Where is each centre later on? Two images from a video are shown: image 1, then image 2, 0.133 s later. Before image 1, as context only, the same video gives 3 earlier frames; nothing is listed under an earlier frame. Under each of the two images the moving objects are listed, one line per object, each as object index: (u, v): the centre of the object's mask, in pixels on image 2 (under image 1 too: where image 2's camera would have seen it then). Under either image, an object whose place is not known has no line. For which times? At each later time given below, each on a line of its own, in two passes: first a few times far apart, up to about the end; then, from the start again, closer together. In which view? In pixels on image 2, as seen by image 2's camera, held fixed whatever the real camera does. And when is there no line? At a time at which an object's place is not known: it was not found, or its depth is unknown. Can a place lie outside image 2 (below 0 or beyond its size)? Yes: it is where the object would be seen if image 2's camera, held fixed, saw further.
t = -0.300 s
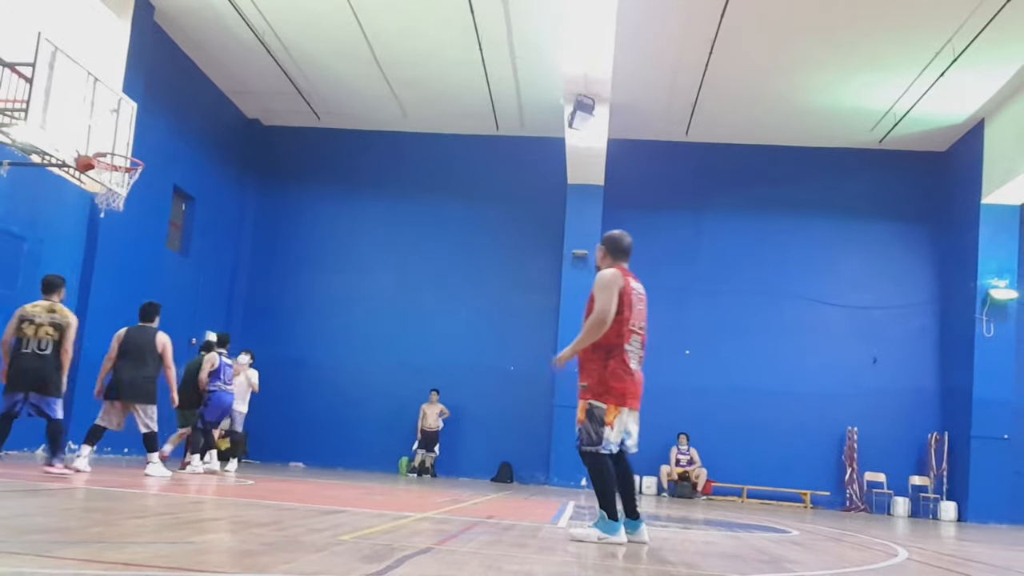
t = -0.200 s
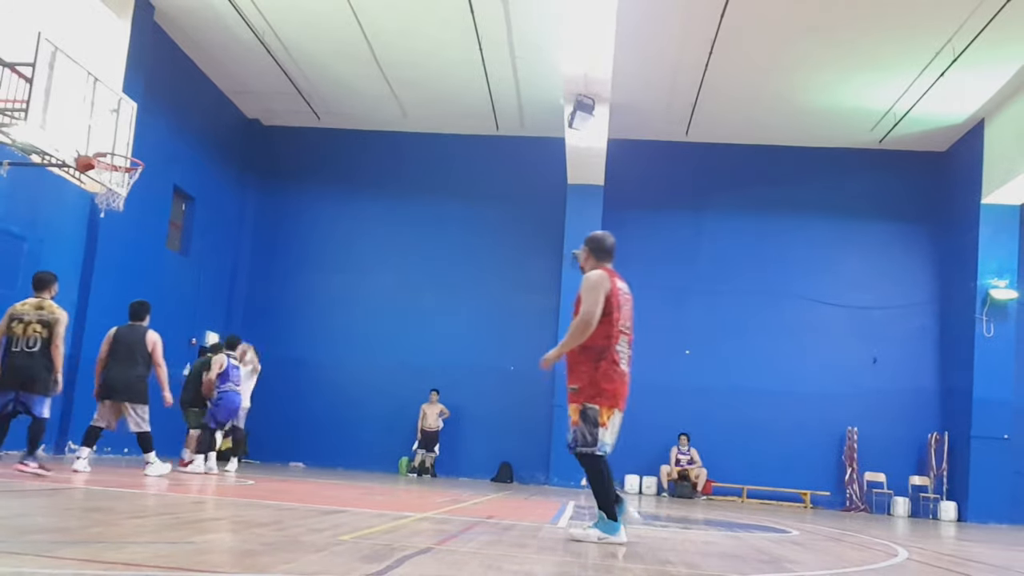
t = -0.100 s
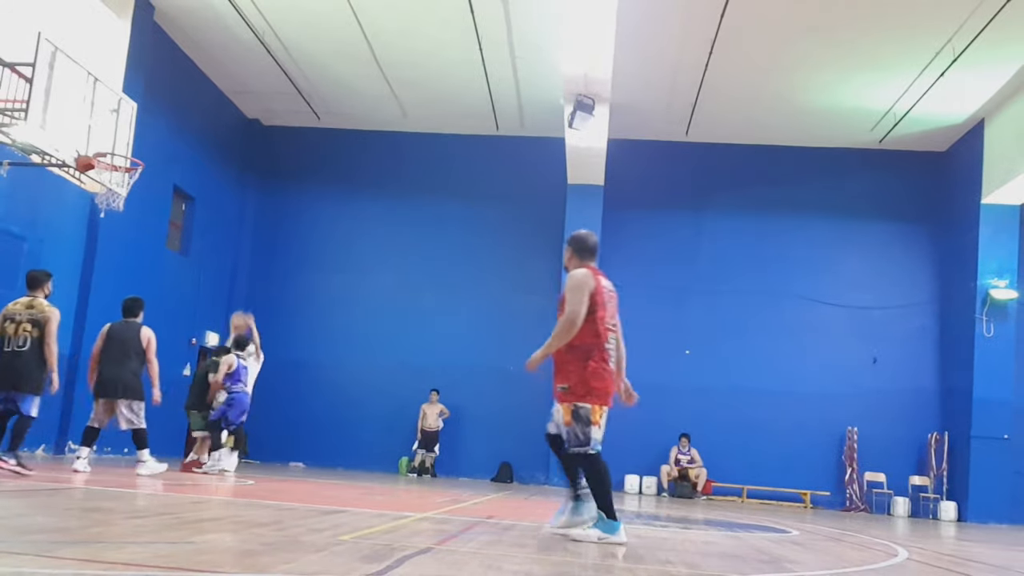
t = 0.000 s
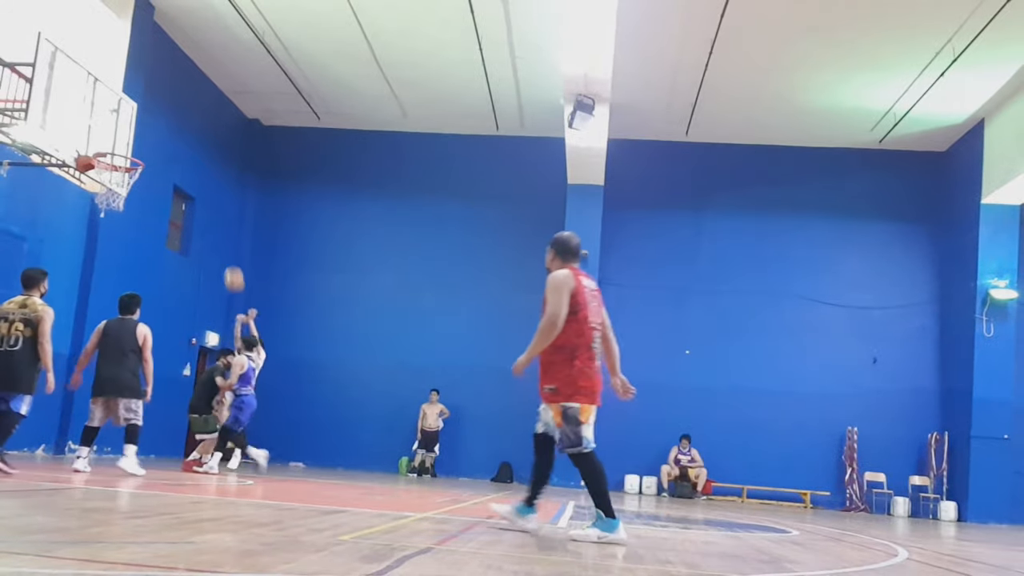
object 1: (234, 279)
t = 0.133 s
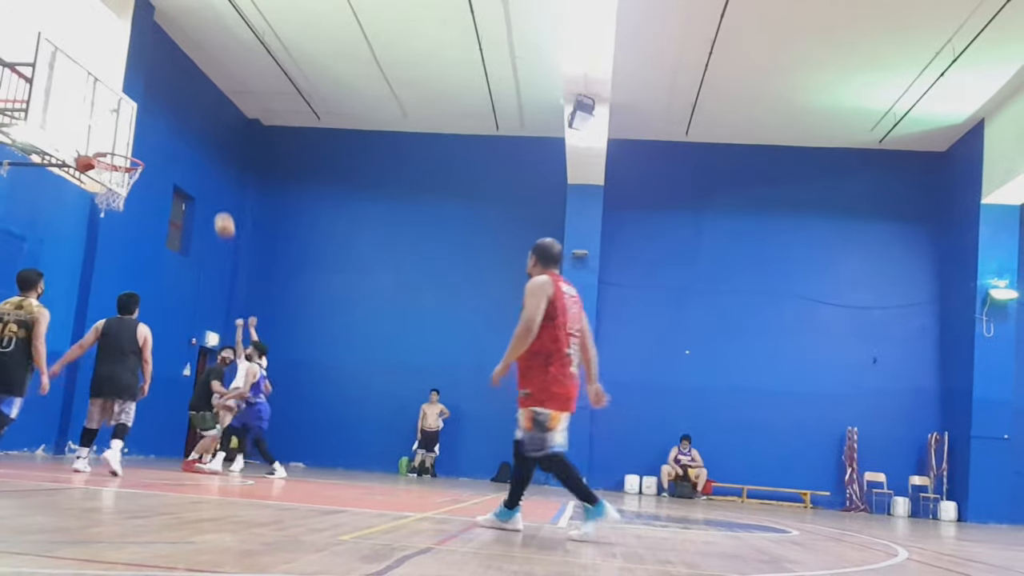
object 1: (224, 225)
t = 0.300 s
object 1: (209, 173)
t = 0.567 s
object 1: (178, 129)
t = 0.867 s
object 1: (131, 145)
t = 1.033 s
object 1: (85, 164)
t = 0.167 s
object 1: (221, 213)
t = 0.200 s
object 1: (219, 203)
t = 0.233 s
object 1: (216, 192)
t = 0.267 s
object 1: (213, 182)
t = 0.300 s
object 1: (209, 173)
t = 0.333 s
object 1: (206, 165)
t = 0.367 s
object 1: (203, 158)
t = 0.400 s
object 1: (199, 151)
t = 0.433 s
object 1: (195, 145)
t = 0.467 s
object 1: (191, 140)
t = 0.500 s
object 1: (187, 136)
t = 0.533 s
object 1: (182, 132)
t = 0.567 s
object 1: (178, 129)
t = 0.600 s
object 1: (173, 127)
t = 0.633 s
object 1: (168, 126)
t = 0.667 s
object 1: (163, 126)
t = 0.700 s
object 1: (158, 127)
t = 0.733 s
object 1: (153, 128)
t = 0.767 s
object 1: (148, 131)
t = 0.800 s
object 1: (143, 134)
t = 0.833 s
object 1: (137, 139)
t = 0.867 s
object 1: (131, 145)
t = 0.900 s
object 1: (123, 150)
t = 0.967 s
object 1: (84, 163)
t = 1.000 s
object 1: (84, 163)
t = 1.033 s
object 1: (85, 164)
